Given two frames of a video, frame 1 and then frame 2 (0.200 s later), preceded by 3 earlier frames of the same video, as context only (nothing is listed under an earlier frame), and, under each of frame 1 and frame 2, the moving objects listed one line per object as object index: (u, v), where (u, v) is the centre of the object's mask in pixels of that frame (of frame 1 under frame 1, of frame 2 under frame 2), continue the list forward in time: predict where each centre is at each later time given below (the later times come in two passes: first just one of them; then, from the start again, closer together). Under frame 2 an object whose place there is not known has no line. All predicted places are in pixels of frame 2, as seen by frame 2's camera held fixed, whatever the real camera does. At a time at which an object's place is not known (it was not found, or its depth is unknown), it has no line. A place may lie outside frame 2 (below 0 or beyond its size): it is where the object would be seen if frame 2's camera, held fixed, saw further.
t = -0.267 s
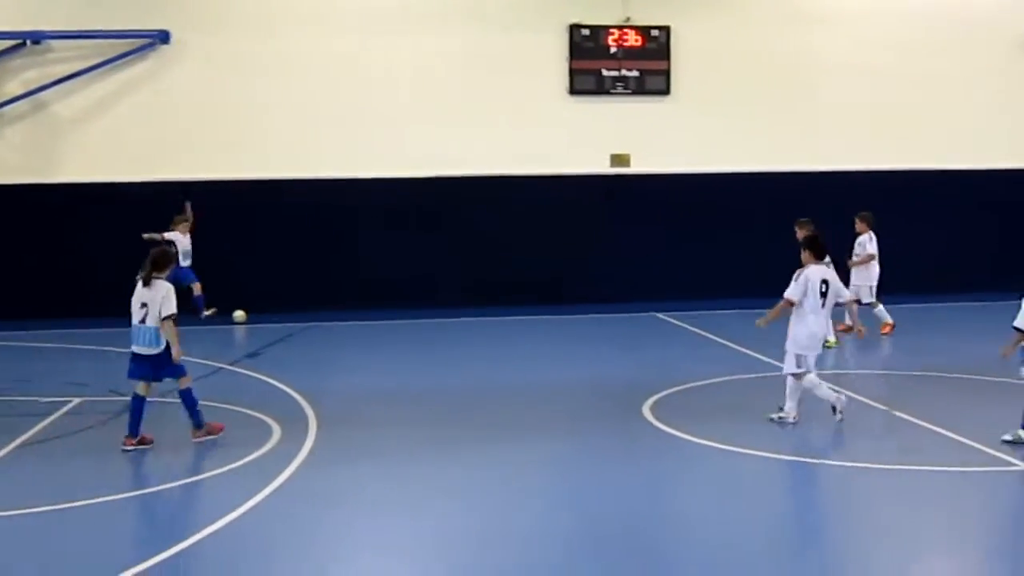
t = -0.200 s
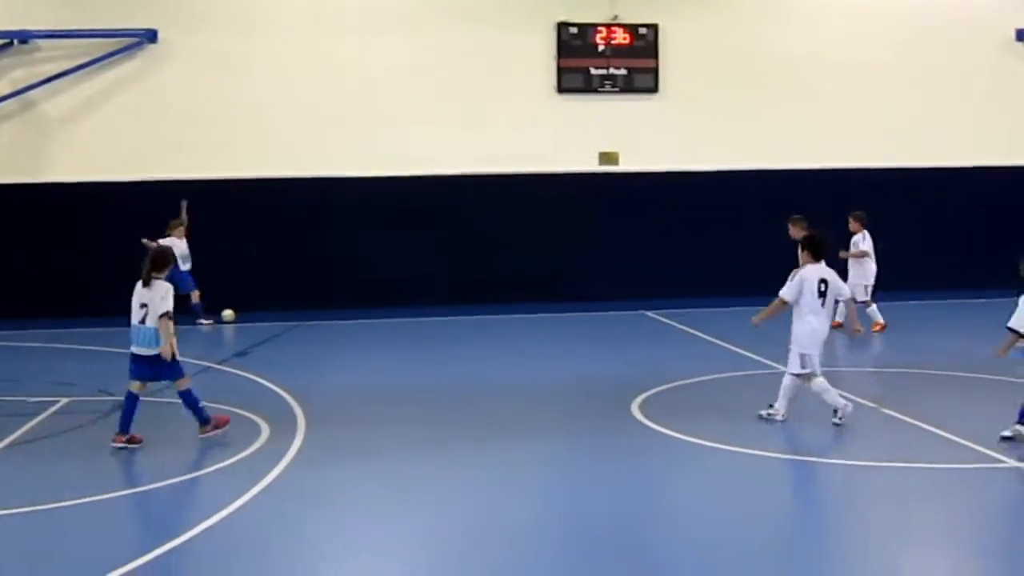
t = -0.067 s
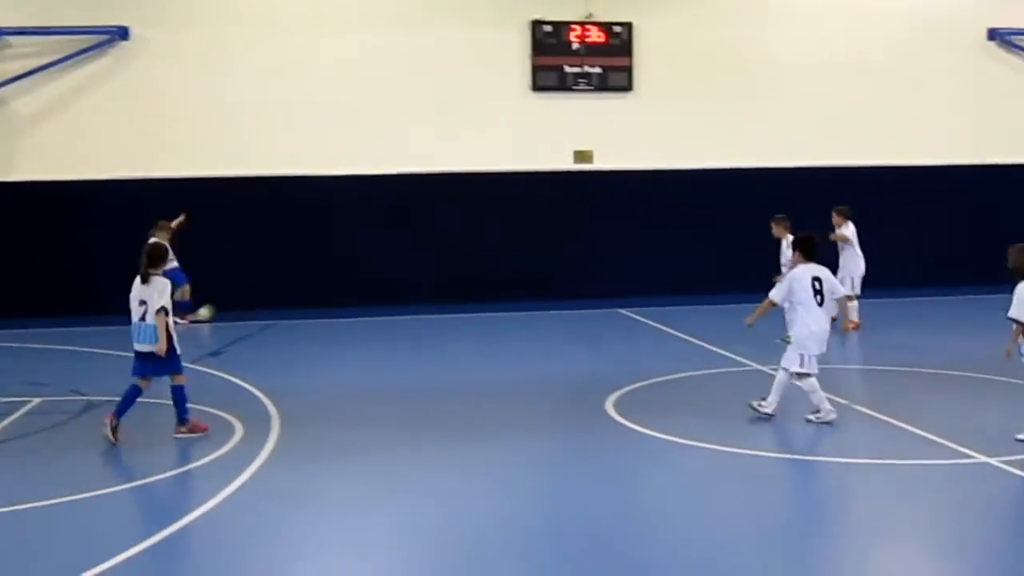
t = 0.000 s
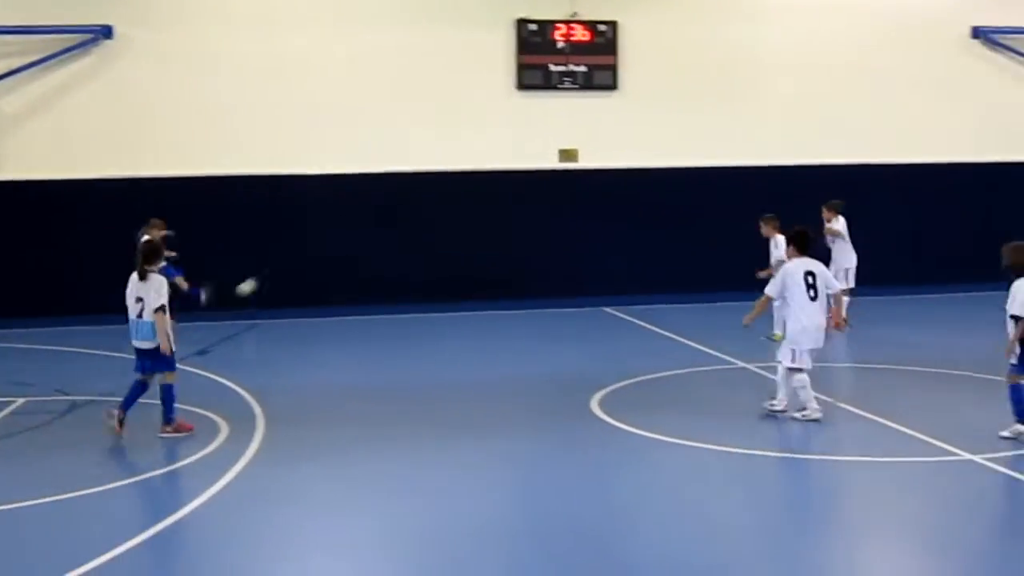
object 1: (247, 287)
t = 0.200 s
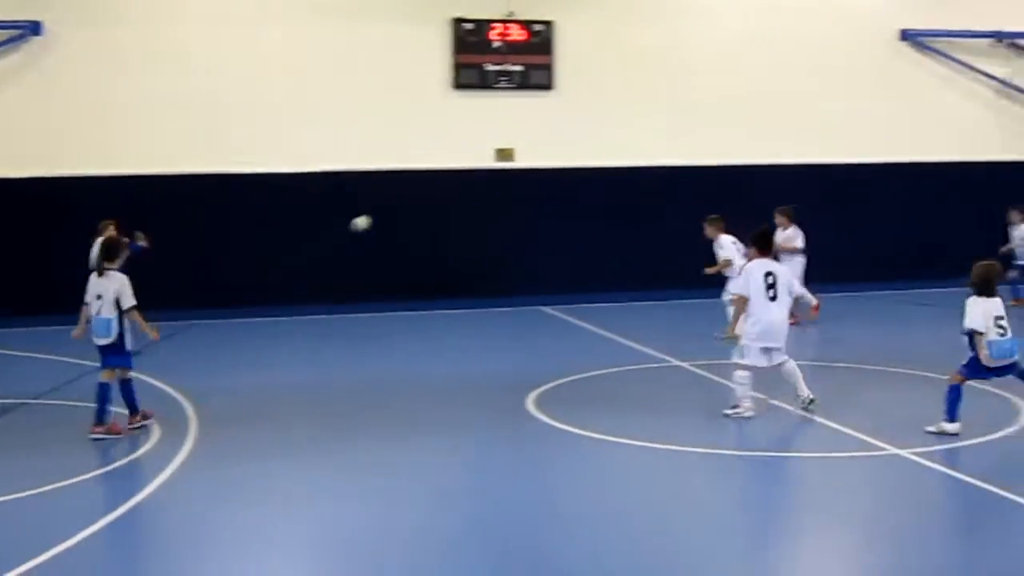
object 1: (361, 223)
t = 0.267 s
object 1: (417, 208)
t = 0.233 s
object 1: (390, 215)
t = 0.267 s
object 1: (417, 208)
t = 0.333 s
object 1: (475, 194)
